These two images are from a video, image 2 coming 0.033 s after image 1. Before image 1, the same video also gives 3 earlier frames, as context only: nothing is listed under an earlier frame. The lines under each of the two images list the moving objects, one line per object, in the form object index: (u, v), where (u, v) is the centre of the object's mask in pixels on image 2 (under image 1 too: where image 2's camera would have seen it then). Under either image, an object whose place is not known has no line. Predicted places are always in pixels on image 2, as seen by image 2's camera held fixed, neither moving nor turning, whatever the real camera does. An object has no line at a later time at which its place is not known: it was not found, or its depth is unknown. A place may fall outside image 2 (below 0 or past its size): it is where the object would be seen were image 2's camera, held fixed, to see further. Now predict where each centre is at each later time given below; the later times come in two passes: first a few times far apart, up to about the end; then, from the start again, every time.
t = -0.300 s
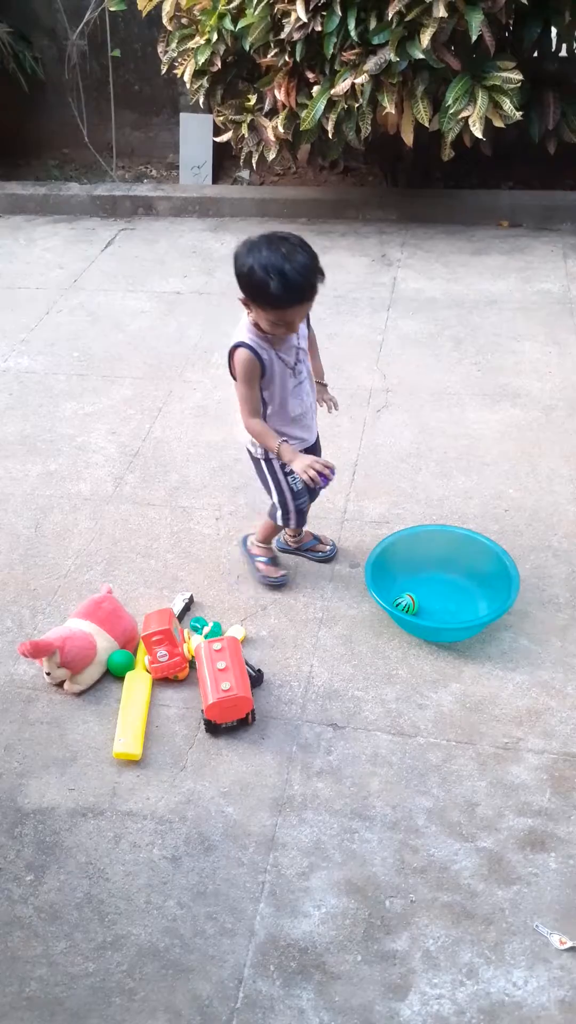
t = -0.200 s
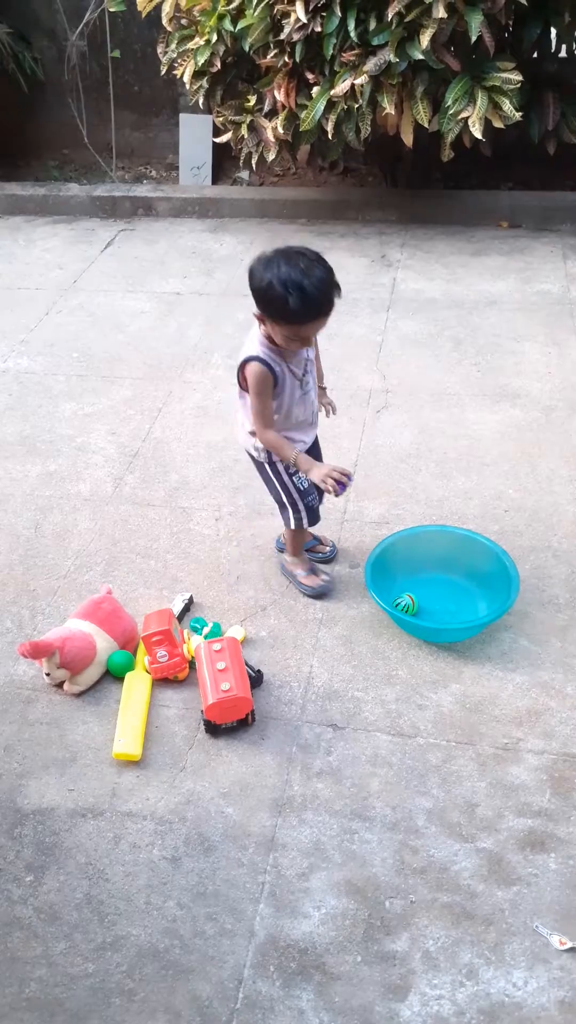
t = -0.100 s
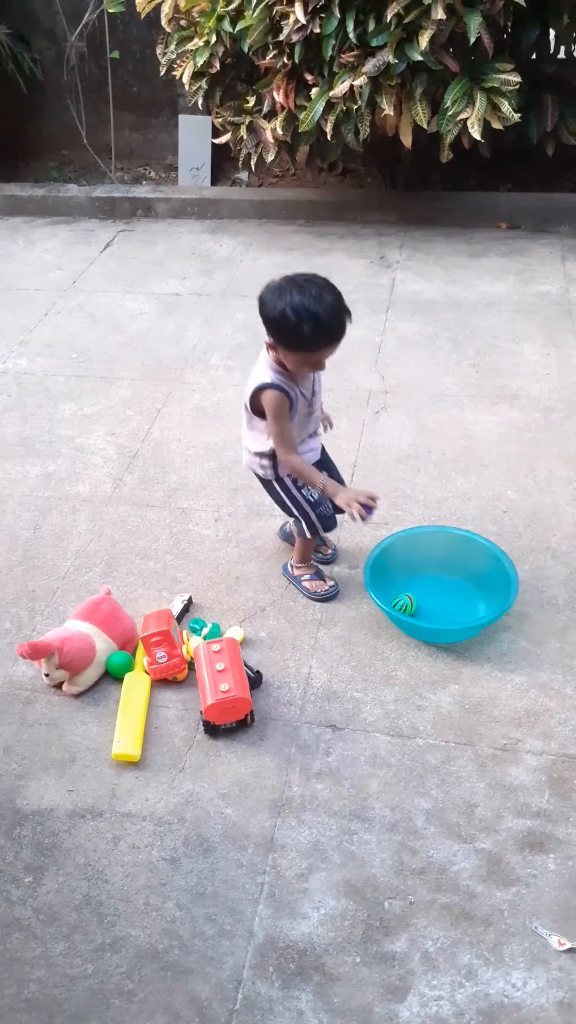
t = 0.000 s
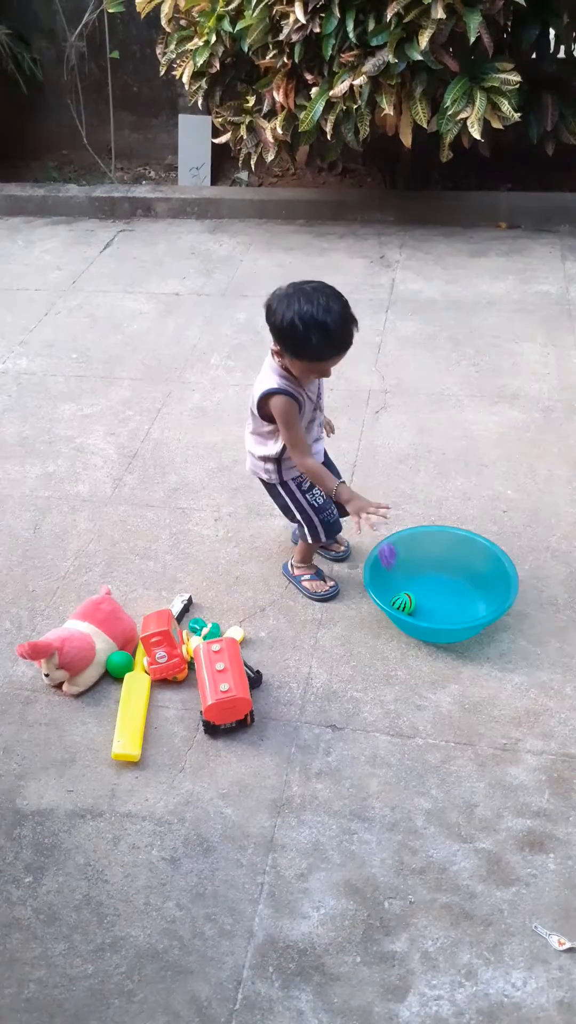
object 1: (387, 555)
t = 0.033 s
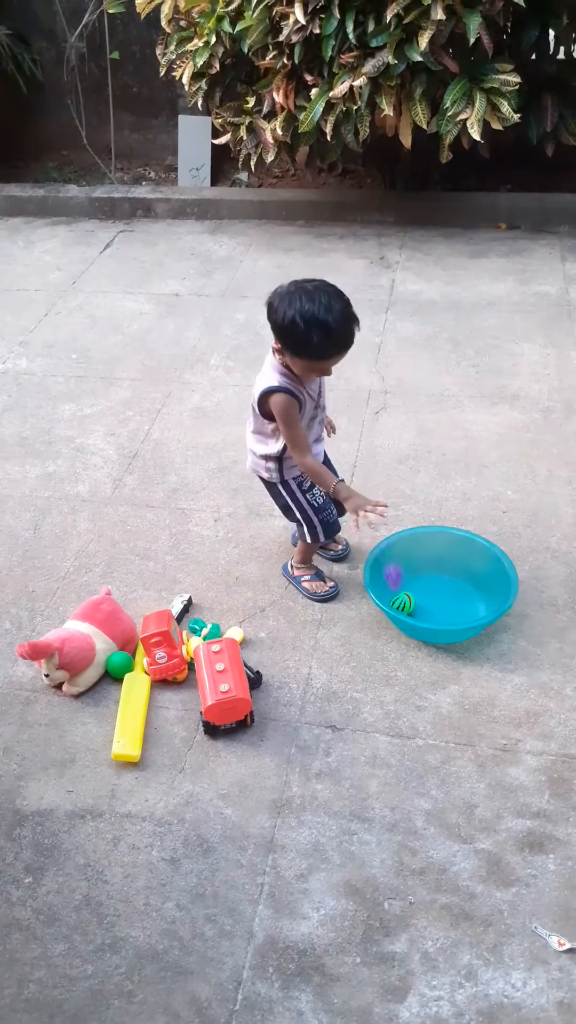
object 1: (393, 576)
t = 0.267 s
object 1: (473, 598)
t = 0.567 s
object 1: (450, 586)
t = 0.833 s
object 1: (434, 576)
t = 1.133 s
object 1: (447, 582)
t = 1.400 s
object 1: (459, 583)
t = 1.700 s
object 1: (454, 584)
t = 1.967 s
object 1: (455, 583)
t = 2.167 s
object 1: (456, 583)
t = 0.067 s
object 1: (400, 601)
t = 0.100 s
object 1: (407, 613)
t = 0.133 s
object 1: (420, 613)
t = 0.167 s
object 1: (434, 608)
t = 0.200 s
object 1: (448, 606)
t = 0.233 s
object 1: (461, 603)
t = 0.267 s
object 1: (473, 598)
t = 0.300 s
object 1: (480, 589)
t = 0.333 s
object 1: (483, 586)
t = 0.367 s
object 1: (484, 585)
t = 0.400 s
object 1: (483, 586)
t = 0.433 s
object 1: (479, 591)
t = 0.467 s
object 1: (472, 592)
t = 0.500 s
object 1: (463, 591)
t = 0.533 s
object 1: (455, 589)
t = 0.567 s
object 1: (450, 586)
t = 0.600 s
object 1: (446, 582)
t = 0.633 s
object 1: (443, 578)
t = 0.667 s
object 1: (440, 574)
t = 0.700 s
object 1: (438, 571)
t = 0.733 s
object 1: (436, 571)
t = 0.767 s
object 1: (434, 572)
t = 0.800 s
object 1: (433, 574)
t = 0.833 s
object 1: (434, 576)
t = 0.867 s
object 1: (434, 576)
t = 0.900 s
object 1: (436, 577)
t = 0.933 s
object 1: (438, 577)
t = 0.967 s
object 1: (439, 578)
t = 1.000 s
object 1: (441, 580)
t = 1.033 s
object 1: (442, 580)
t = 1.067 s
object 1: (444, 581)
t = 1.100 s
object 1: (446, 582)
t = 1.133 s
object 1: (447, 582)
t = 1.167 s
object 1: (449, 583)
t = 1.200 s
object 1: (450, 583)
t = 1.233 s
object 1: (452, 583)
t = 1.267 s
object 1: (453, 583)
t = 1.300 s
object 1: (455, 583)
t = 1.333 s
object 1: (457, 583)
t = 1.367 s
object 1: (458, 583)
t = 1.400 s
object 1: (459, 583)
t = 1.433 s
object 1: (459, 583)
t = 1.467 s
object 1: (460, 583)
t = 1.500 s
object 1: (460, 583)
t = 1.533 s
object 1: (459, 583)
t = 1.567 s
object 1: (458, 583)
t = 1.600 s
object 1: (457, 583)
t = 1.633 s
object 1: (455, 583)
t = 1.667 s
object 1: (454, 583)
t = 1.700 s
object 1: (454, 584)
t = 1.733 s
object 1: (455, 584)
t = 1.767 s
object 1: (455, 583)
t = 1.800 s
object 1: (457, 583)
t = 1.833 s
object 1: (457, 583)
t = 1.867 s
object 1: (457, 583)
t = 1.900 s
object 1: (456, 583)
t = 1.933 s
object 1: (455, 583)
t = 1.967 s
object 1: (455, 583)
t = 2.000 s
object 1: (456, 583)
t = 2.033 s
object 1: (457, 583)
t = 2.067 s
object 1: (457, 583)
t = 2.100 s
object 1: (456, 583)
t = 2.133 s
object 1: (456, 583)
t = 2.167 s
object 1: (456, 583)
